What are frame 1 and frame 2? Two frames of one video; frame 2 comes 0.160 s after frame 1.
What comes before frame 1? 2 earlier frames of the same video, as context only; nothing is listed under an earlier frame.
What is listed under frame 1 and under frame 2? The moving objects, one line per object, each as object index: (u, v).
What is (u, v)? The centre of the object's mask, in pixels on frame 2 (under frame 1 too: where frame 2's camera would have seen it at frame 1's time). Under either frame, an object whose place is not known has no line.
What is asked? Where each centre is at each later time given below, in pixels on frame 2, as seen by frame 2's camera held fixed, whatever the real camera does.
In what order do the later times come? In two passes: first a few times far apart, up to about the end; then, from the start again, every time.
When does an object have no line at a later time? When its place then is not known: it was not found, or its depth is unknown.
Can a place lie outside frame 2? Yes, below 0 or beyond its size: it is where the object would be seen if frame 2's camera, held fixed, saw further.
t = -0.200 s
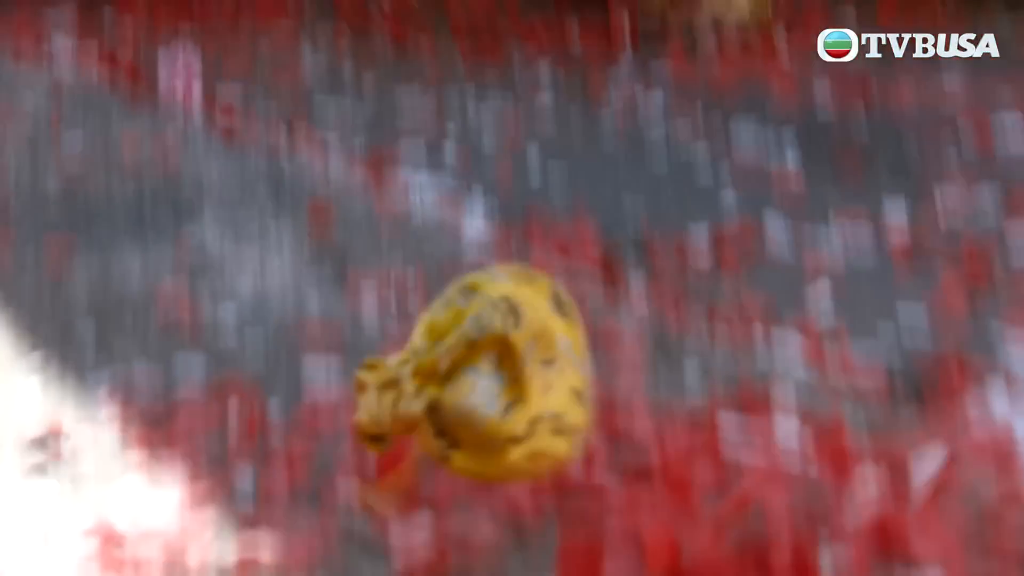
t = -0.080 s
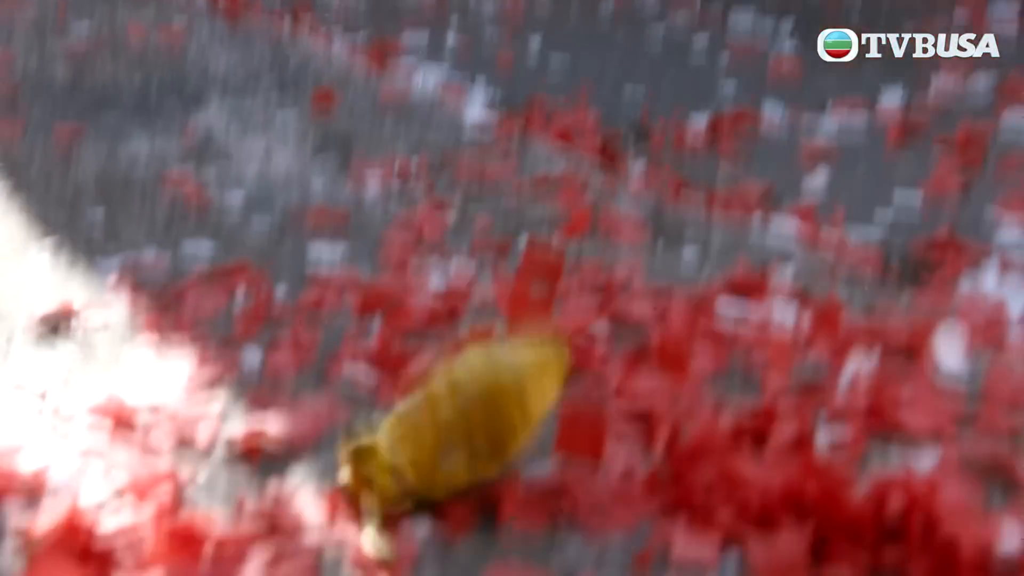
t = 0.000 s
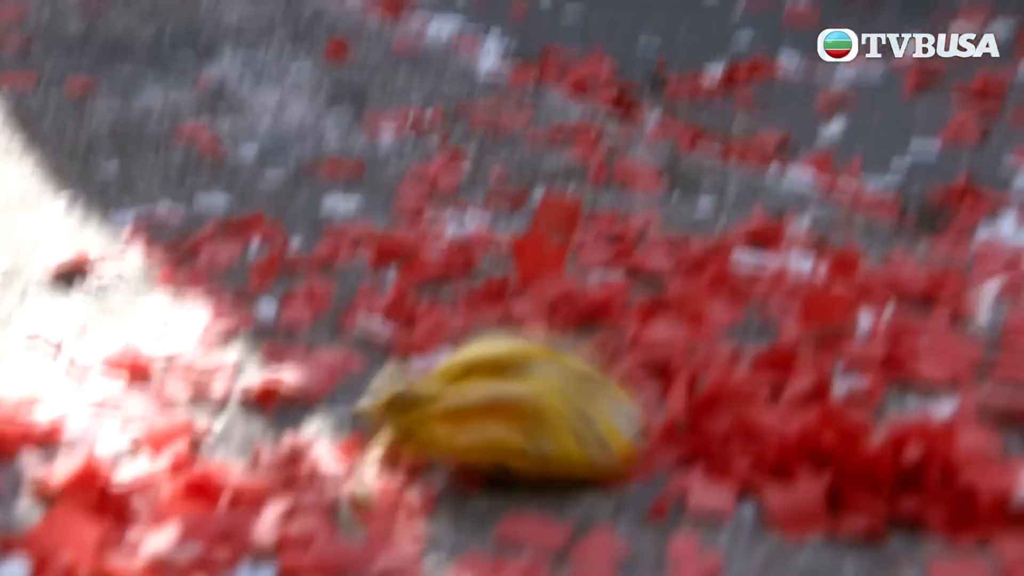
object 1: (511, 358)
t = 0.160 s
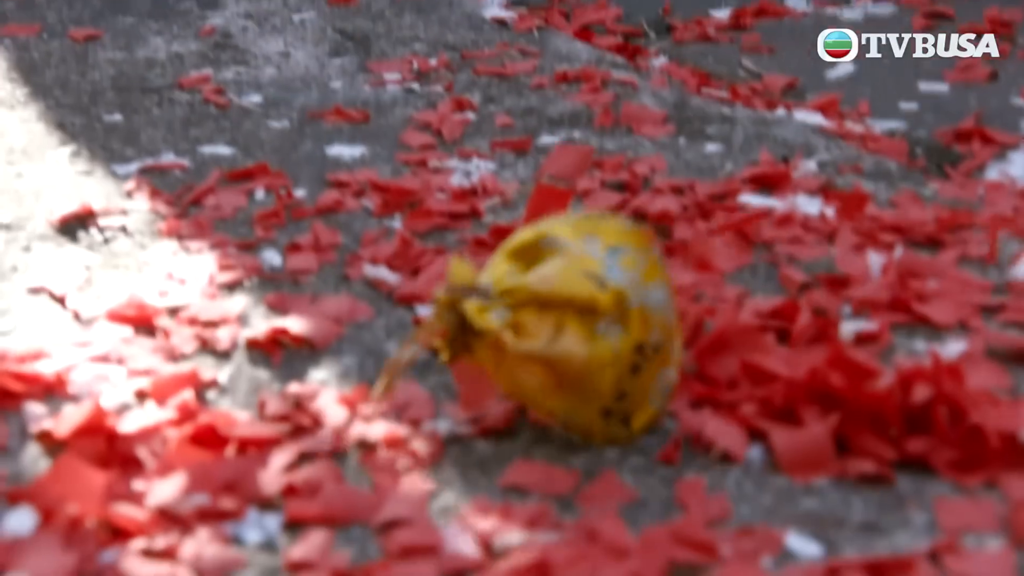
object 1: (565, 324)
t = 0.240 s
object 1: (575, 323)
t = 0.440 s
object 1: (557, 346)
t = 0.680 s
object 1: (507, 379)
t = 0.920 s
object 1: (545, 426)
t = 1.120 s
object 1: (568, 463)
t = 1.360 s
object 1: (562, 462)
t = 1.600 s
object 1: (560, 460)
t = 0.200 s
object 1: (571, 322)
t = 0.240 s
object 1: (575, 323)
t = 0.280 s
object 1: (576, 325)
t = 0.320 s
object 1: (575, 328)
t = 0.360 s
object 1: (570, 331)
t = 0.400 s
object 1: (566, 338)
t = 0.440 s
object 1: (557, 346)
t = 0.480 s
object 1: (546, 354)
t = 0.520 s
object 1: (532, 362)
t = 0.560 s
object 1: (520, 368)
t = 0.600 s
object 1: (516, 366)
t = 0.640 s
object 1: (510, 372)
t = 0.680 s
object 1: (507, 379)
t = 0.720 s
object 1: (508, 383)
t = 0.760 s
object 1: (511, 388)
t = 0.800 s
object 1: (517, 394)
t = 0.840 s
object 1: (525, 403)
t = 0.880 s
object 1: (536, 413)
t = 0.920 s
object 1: (545, 426)
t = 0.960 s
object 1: (547, 439)
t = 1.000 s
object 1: (552, 445)
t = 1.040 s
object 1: (562, 452)
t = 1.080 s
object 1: (570, 459)
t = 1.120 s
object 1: (568, 463)
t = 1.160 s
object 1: (568, 466)
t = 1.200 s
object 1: (569, 466)
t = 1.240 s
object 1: (570, 463)
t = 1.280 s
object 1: (569, 463)
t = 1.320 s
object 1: (567, 463)
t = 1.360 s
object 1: (562, 462)
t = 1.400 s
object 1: (561, 460)
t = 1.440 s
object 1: (559, 458)
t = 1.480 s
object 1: (559, 458)
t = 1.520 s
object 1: (559, 459)
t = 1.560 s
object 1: (559, 460)
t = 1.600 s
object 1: (560, 460)
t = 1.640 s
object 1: (560, 461)
